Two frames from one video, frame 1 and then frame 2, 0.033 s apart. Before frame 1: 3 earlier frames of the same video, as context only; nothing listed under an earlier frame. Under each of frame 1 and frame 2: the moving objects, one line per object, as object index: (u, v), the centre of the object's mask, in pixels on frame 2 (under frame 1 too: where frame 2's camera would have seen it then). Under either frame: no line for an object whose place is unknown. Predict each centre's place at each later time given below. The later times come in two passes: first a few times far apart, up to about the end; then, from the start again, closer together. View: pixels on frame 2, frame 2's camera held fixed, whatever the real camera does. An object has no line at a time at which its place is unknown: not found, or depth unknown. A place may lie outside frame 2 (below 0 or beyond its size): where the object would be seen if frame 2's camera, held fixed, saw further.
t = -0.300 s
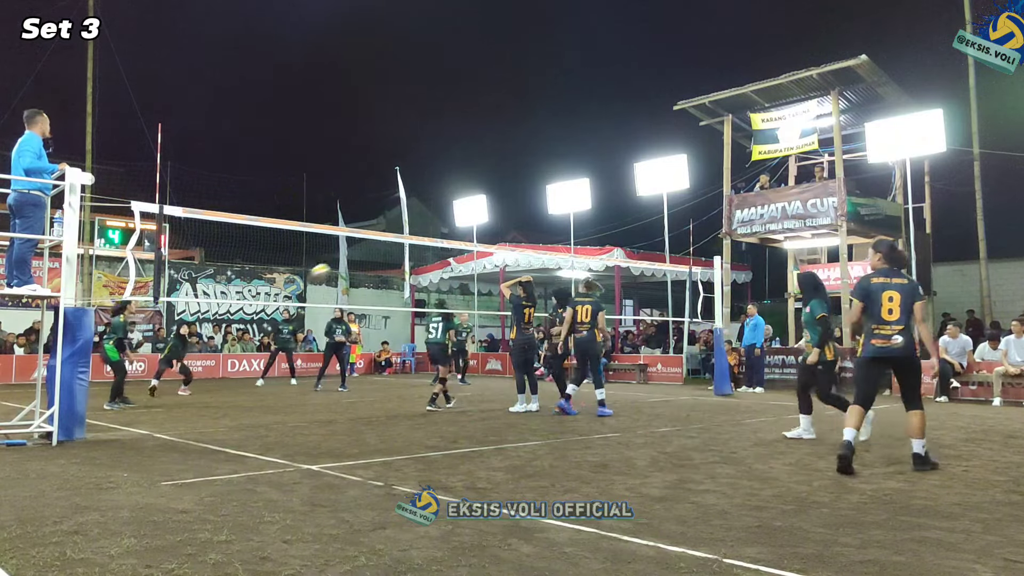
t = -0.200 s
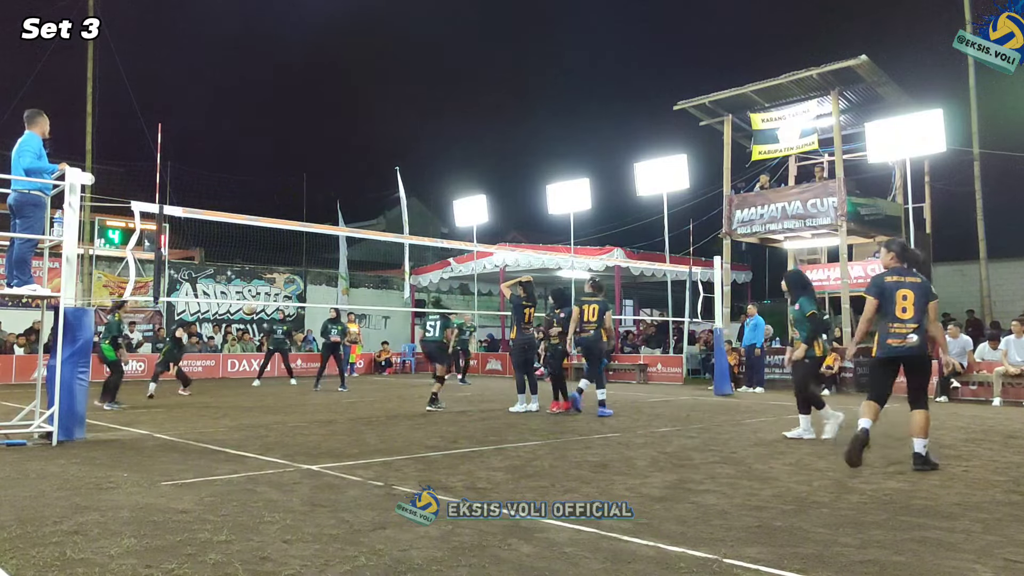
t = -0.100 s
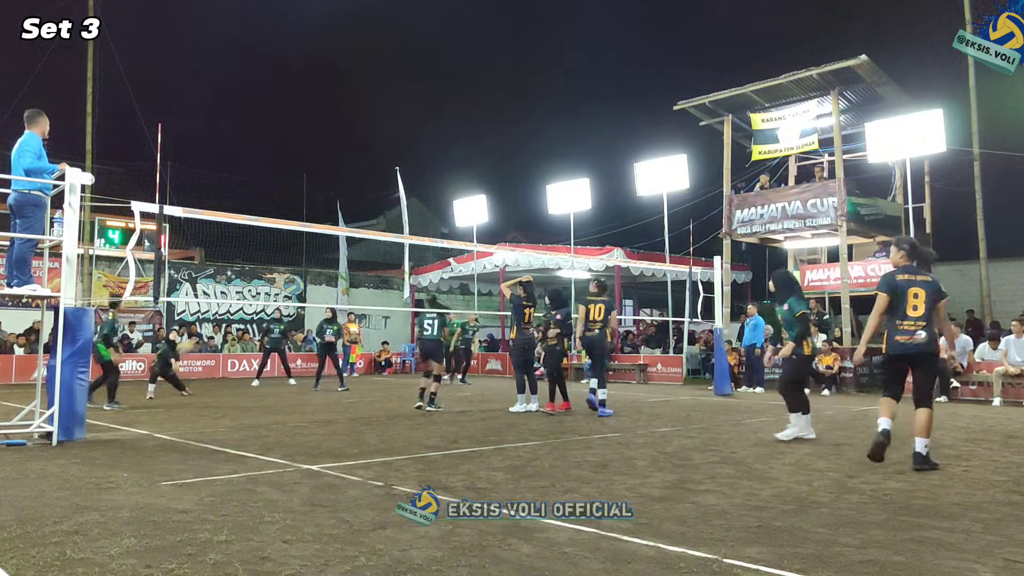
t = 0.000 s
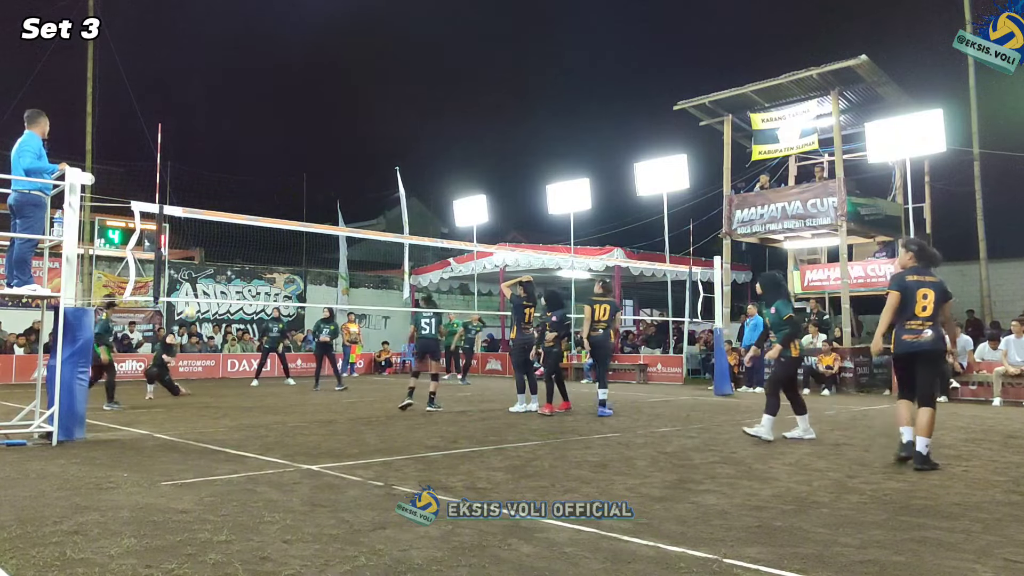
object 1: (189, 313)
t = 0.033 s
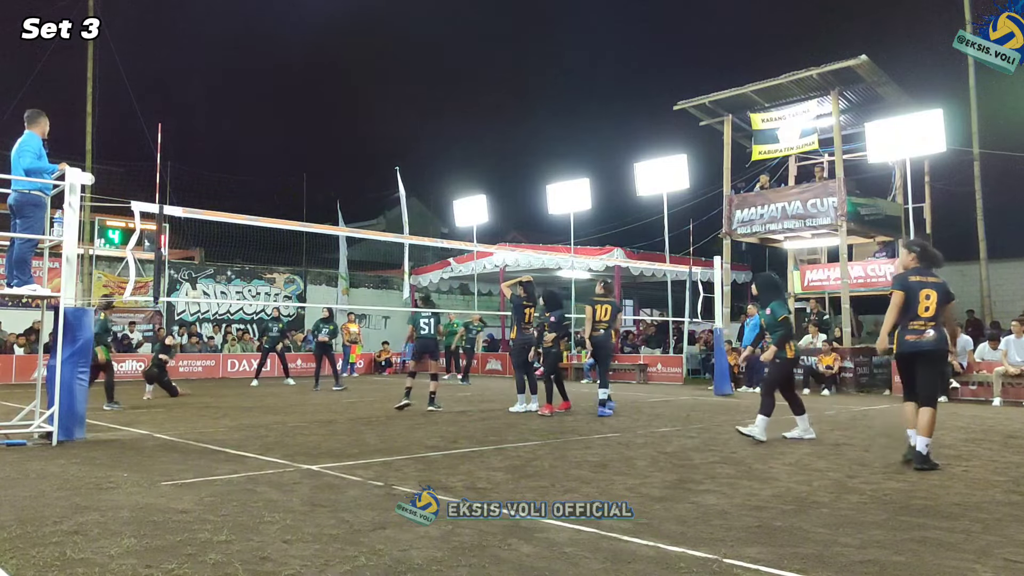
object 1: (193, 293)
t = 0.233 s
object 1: (234, 210)
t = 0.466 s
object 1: (280, 140)
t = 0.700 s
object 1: (329, 97)
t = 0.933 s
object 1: (384, 88)
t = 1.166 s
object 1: (445, 120)
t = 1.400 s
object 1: (514, 202)
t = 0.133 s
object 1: (214, 253)
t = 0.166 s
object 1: (221, 239)
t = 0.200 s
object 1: (227, 228)
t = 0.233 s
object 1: (234, 210)
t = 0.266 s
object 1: (240, 202)
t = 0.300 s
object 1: (247, 190)
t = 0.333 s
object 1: (254, 179)
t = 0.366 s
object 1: (260, 168)
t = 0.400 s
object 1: (267, 158)
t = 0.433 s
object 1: (274, 149)
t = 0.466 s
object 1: (280, 140)
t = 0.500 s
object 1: (287, 132)
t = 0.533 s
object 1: (294, 125)
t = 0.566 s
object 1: (301, 118)
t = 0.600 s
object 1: (308, 111)
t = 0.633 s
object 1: (315, 106)
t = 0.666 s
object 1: (322, 101)
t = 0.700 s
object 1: (329, 97)
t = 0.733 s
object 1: (337, 93)
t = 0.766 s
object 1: (345, 91)
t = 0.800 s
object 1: (353, 88)
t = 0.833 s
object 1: (360, 87)
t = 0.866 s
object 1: (368, 86)
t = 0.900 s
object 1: (376, 87)
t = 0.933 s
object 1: (384, 88)
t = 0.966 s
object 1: (392, 90)
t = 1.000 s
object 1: (400, 92)
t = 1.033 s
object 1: (409, 96)
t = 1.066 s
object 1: (418, 100)
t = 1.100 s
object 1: (426, 106)
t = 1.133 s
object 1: (435, 113)
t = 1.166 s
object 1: (445, 120)
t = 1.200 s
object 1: (454, 129)
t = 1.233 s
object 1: (463, 139)
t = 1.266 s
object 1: (473, 149)
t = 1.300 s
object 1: (483, 160)
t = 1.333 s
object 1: (493, 173)
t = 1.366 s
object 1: (503, 187)
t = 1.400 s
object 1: (514, 202)
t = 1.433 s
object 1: (525, 219)
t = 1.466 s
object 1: (536, 236)
